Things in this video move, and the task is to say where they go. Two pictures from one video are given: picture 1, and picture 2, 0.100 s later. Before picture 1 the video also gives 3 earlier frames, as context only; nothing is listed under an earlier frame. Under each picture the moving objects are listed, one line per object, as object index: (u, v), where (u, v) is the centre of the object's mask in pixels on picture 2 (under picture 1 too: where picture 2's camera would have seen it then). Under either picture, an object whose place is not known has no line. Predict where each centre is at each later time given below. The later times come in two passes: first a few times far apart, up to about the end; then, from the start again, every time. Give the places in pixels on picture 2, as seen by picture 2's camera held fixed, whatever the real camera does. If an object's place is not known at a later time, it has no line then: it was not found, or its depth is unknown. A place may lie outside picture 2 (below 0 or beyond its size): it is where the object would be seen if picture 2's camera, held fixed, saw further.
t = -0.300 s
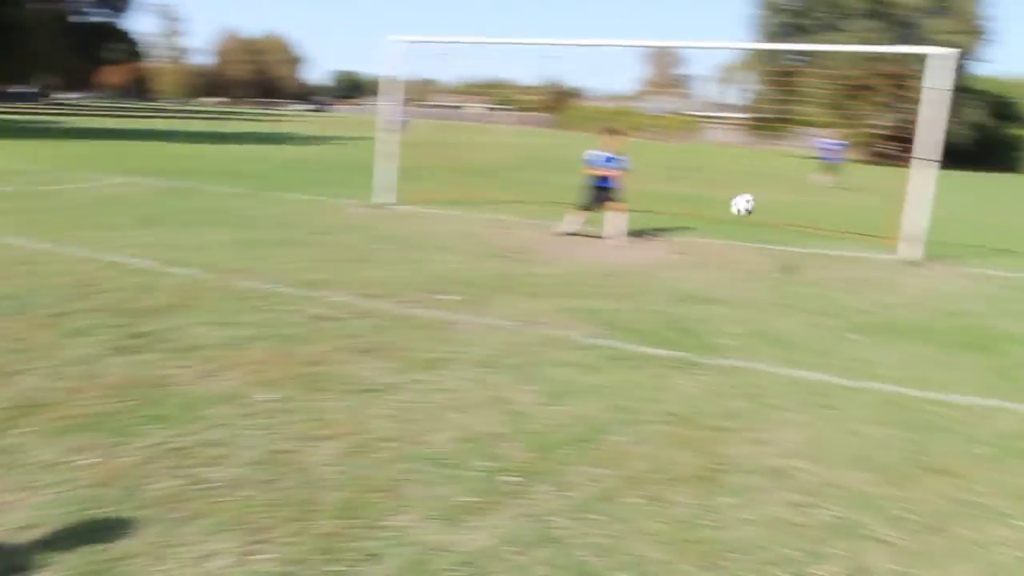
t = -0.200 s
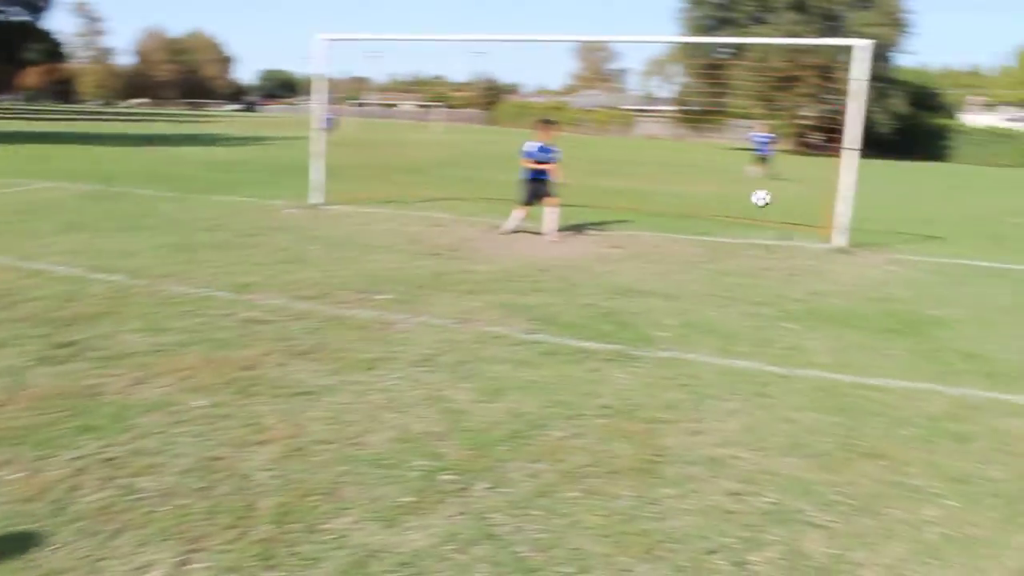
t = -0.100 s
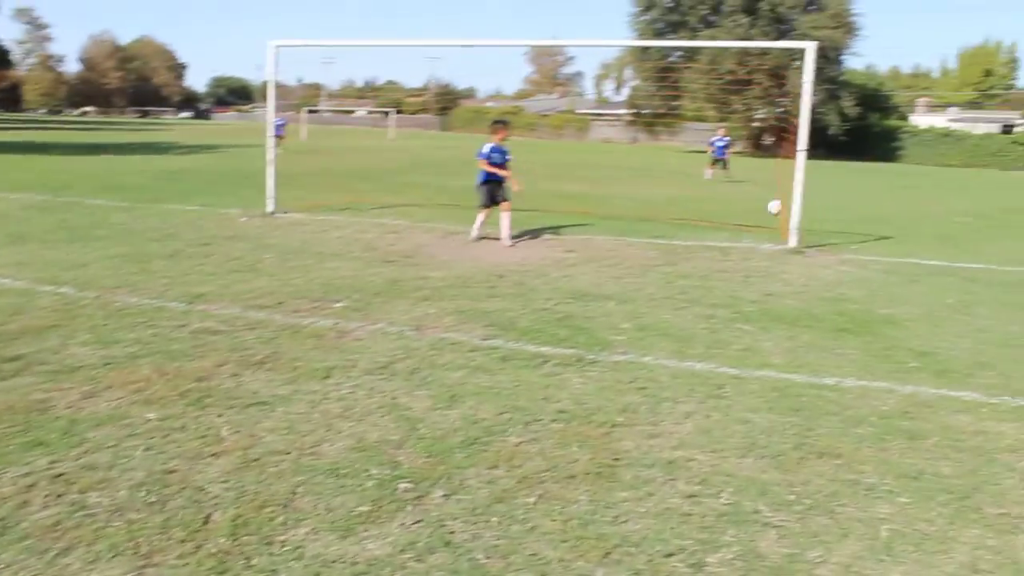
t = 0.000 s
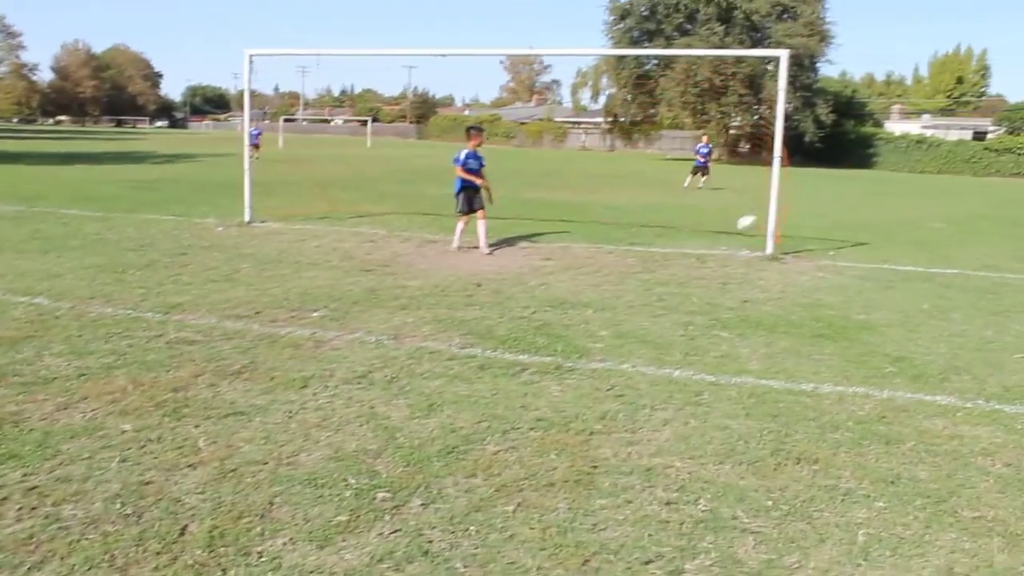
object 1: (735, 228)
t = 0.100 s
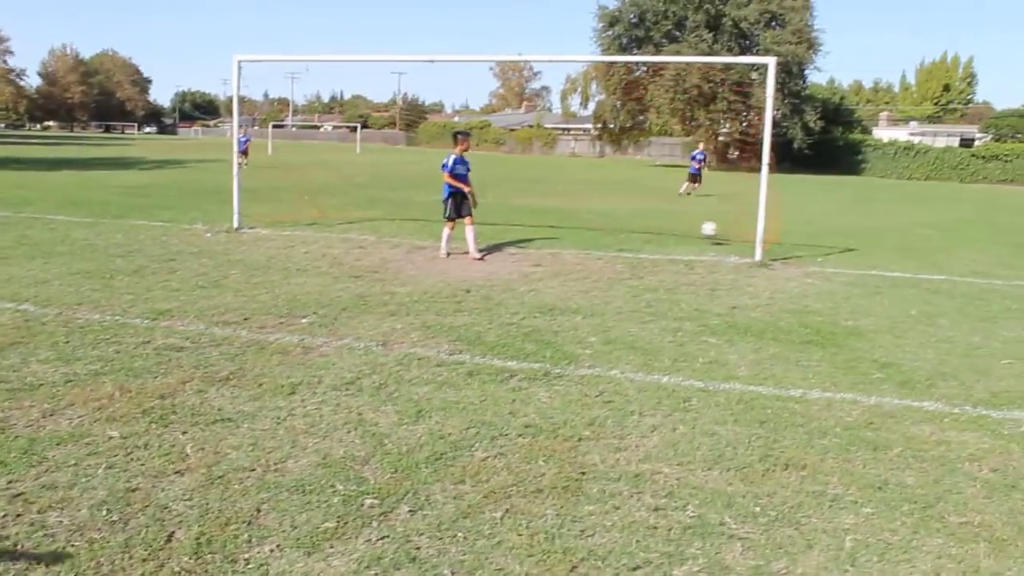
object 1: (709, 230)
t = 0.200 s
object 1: (688, 220)
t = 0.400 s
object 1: (642, 227)
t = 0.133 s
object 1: (702, 225)
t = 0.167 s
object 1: (696, 222)
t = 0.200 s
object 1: (688, 220)
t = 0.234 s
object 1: (681, 220)
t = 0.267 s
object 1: (673, 220)
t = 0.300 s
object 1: (666, 220)
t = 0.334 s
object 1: (658, 222)
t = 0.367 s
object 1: (650, 224)
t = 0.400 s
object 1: (642, 227)
